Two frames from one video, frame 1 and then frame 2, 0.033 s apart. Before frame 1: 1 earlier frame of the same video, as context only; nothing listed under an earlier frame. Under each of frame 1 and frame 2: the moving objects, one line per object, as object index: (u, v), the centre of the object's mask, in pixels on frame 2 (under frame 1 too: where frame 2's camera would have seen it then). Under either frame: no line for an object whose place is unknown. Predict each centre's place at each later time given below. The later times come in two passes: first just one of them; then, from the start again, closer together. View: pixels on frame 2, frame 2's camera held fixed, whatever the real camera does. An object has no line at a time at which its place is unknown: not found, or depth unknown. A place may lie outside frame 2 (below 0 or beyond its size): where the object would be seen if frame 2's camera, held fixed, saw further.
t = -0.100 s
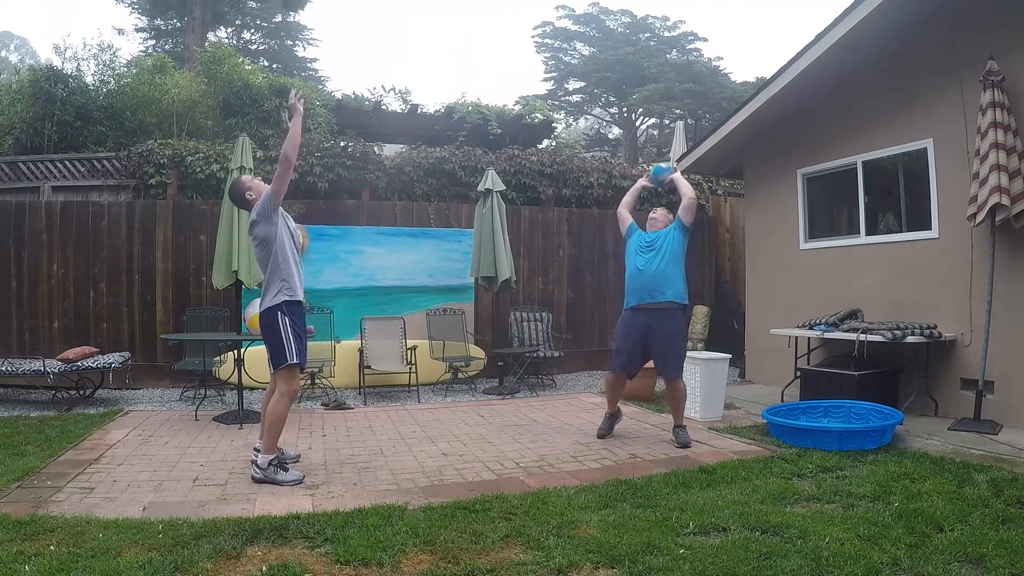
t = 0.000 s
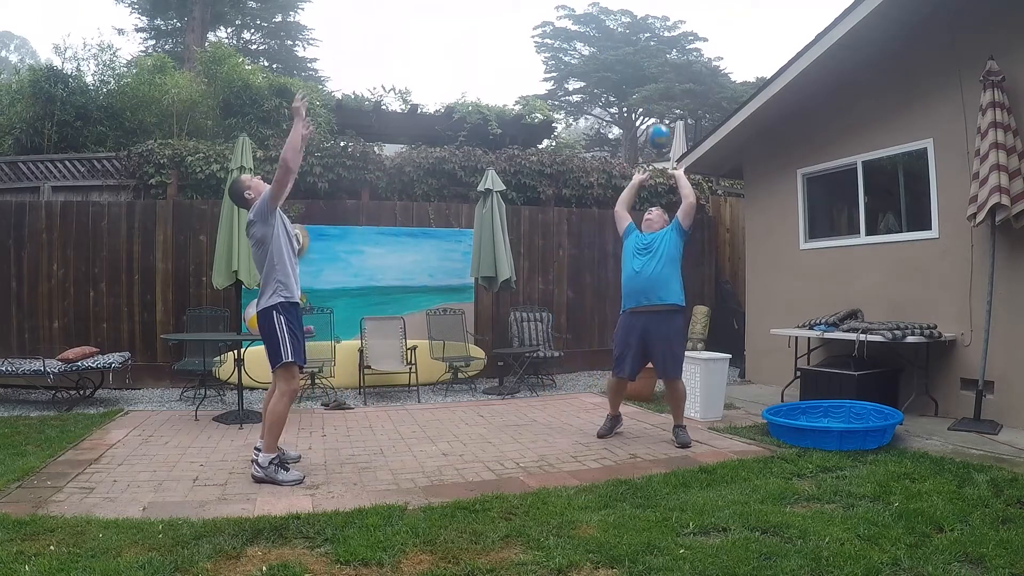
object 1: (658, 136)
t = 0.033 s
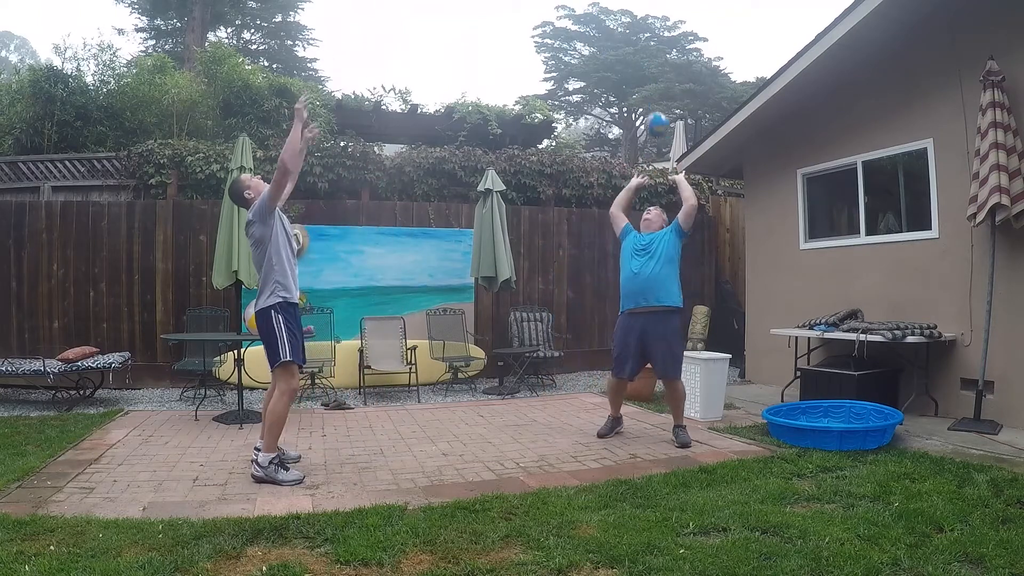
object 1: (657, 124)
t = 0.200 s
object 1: (648, 84)
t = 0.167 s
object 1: (650, 89)
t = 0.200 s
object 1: (648, 84)
